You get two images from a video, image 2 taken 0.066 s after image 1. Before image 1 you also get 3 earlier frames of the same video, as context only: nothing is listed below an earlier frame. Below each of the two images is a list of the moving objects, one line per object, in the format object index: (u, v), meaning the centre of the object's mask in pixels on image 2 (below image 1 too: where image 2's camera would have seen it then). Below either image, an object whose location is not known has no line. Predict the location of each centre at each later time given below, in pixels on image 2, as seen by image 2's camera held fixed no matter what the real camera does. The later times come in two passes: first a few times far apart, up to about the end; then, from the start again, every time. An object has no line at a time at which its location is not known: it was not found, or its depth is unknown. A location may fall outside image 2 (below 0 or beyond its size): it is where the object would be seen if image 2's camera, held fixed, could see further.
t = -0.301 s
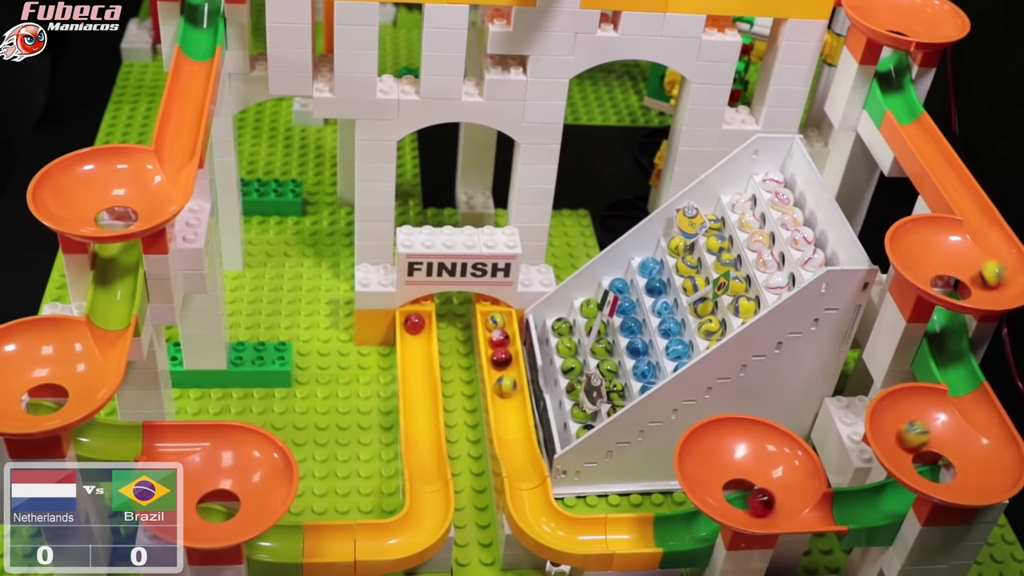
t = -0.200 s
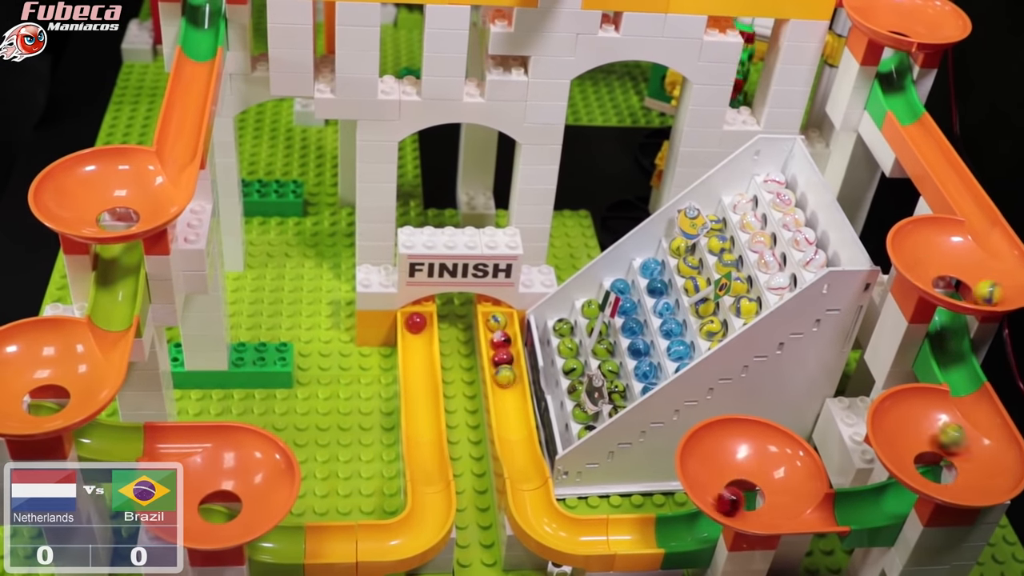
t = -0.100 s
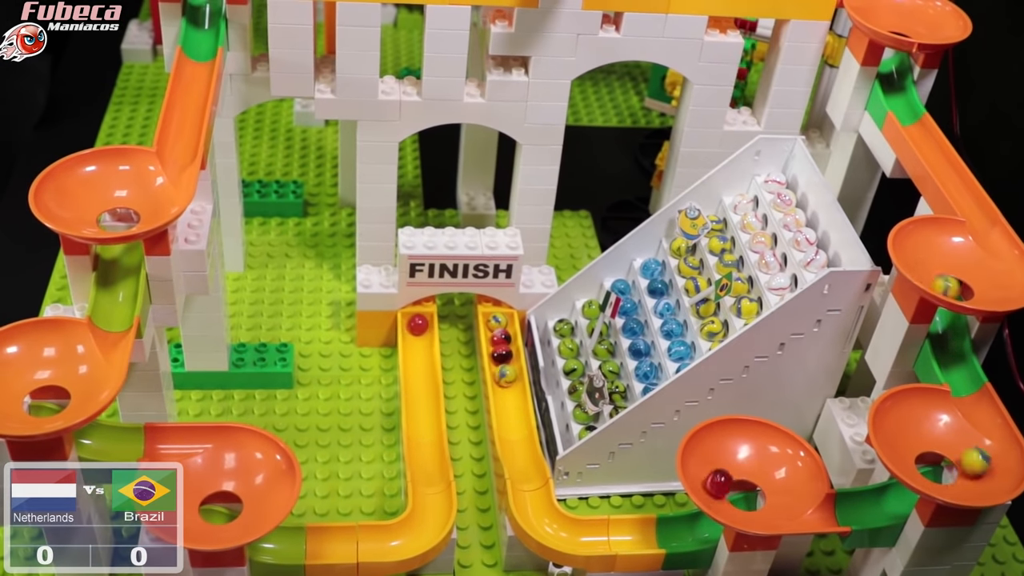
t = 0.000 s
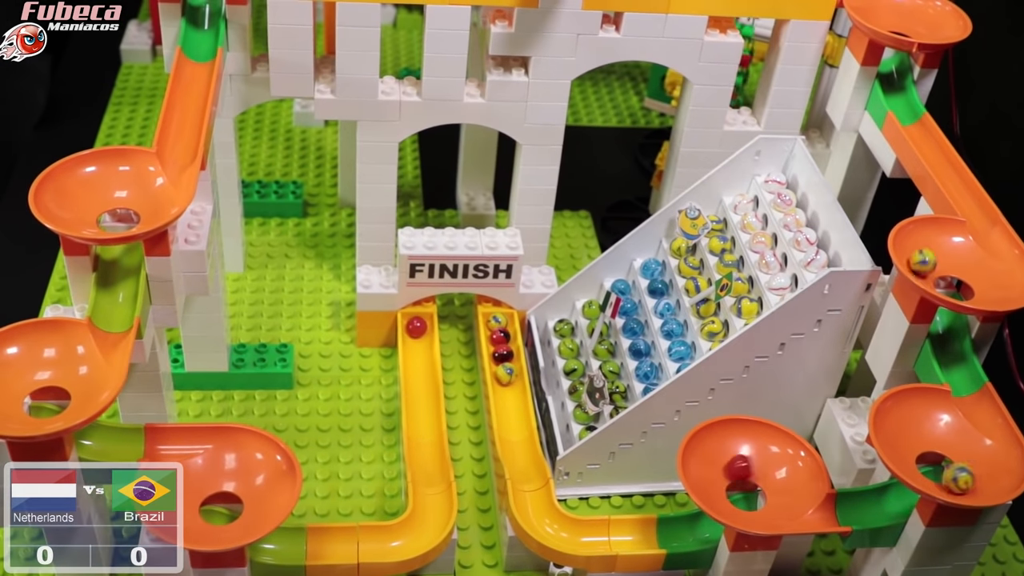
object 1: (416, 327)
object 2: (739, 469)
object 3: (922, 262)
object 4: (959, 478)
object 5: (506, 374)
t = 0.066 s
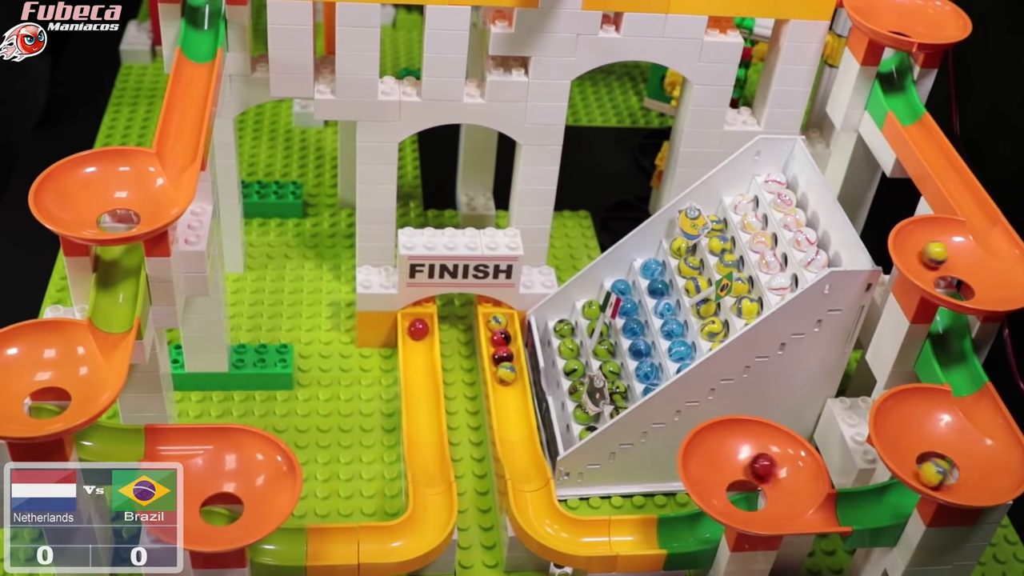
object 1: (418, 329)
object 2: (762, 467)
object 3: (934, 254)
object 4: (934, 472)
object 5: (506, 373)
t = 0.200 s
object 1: (417, 332)
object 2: (775, 492)
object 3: (984, 271)
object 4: (913, 442)
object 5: (506, 375)
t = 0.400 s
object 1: (417, 336)
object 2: (725, 496)
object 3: (958, 289)
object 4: (968, 450)
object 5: (506, 377)
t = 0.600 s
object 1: (417, 337)
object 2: (754, 467)
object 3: (936, 255)
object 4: (934, 472)
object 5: (507, 381)
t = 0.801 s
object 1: (418, 335)
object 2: (766, 497)
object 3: (994, 286)
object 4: (927, 437)
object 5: (507, 382)
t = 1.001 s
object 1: (418, 333)
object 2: (724, 492)
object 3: (936, 277)
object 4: (973, 466)
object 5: (508, 385)
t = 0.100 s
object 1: (418, 330)
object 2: (772, 471)
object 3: (944, 255)
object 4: (924, 467)
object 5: (506, 373)
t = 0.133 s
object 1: (417, 330)
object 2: (777, 476)
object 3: (959, 258)
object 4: (916, 459)
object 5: (506, 374)
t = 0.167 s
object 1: (417, 331)
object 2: (778, 484)
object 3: (972, 265)
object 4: (912, 450)
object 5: (506, 374)
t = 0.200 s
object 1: (417, 332)
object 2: (775, 492)
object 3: (984, 271)
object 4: (913, 442)
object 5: (506, 375)
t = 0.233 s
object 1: (418, 333)
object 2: (769, 498)
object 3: (993, 278)
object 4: (918, 437)
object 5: (506, 375)
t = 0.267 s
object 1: (417, 333)
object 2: (760, 503)
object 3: (996, 286)
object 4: (927, 434)
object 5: (506, 375)
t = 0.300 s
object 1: (416, 334)
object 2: (750, 506)
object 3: (993, 291)
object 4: (937, 434)
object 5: (506, 376)
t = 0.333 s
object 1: (417, 335)
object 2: (739, 505)
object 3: (984, 294)
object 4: (949, 436)
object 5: (506, 376)
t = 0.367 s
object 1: (418, 335)
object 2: (731, 501)
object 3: (971, 293)
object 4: (961, 442)
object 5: (506, 377)
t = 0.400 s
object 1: (417, 336)
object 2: (725, 496)
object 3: (958, 289)
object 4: (968, 450)
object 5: (506, 377)
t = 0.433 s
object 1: (417, 336)
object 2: (721, 490)
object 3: (946, 284)
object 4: (973, 458)
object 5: (506, 378)
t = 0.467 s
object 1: (417, 336)
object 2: (722, 483)
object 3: (934, 276)
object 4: (973, 466)
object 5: (506, 378)
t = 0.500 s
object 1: (418, 337)
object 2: (727, 477)
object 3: (926, 268)
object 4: (968, 473)
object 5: (506, 379)
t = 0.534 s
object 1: (418, 337)
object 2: (733, 473)
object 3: (924, 261)
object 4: (958, 476)
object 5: (507, 379)
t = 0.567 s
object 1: (417, 337)
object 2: (744, 468)
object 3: (929, 256)
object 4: (946, 475)
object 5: (507, 379)
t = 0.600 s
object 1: (417, 337)
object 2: (754, 467)
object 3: (936, 255)
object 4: (934, 472)
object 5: (507, 381)
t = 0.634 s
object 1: (417, 336)
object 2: (763, 468)
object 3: (947, 256)
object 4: (927, 468)
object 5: (507, 381)
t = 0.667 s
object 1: (418, 336)
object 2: (769, 471)
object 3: (961, 259)
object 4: (918, 460)
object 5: (507, 381)
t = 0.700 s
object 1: (418, 336)
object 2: (774, 476)
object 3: (972, 265)
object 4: (914, 451)
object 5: (507, 381)
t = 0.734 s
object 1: (417, 335)
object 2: (775, 483)
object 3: (984, 273)
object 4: (915, 444)
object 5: (507, 382)
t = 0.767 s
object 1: (417, 335)
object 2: (772, 491)
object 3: (992, 281)
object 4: (920, 439)
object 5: (507, 382)
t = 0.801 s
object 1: (418, 335)
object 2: (766, 497)
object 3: (994, 286)
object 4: (927, 437)
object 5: (507, 382)
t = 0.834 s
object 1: (418, 334)
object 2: (758, 503)
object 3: (990, 291)
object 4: (940, 436)
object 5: (507, 383)
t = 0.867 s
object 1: (417, 334)
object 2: (748, 505)
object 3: (982, 294)
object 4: (950, 438)
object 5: (507, 383)
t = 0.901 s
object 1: (417, 333)
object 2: (739, 504)
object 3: (970, 292)
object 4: (961, 444)
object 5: (507, 384)
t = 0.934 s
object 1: (417, 333)
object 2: (731, 501)
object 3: (958, 291)
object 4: (968, 450)
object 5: (507, 384)
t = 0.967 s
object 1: (418, 333)
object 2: (726, 497)
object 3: (947, 285)
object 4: (972, 457)
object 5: (507, 385)
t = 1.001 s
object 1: (418, 333)
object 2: (724, 492)
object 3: (936, 277)
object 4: (973, 466)
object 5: (508, 385)
